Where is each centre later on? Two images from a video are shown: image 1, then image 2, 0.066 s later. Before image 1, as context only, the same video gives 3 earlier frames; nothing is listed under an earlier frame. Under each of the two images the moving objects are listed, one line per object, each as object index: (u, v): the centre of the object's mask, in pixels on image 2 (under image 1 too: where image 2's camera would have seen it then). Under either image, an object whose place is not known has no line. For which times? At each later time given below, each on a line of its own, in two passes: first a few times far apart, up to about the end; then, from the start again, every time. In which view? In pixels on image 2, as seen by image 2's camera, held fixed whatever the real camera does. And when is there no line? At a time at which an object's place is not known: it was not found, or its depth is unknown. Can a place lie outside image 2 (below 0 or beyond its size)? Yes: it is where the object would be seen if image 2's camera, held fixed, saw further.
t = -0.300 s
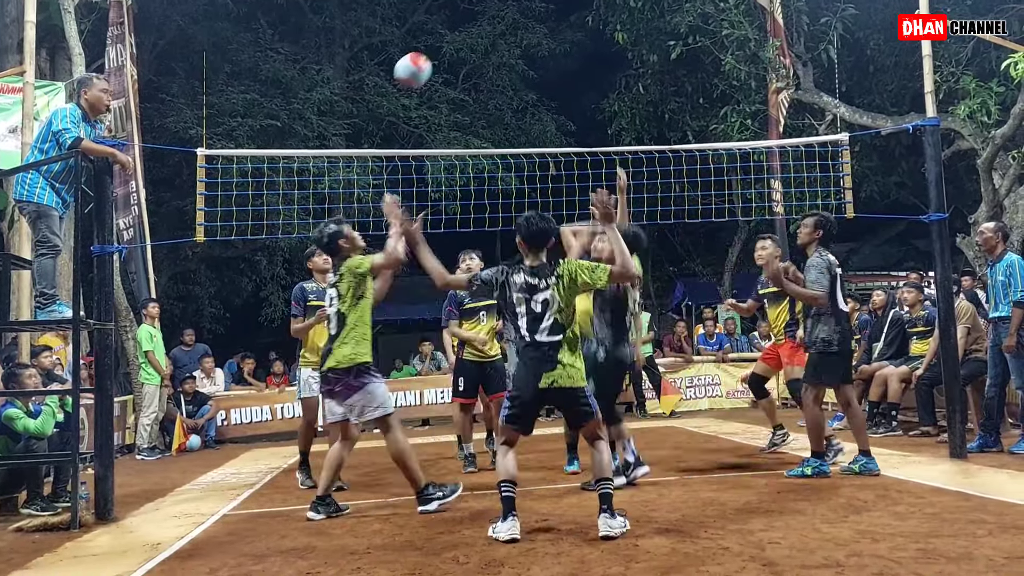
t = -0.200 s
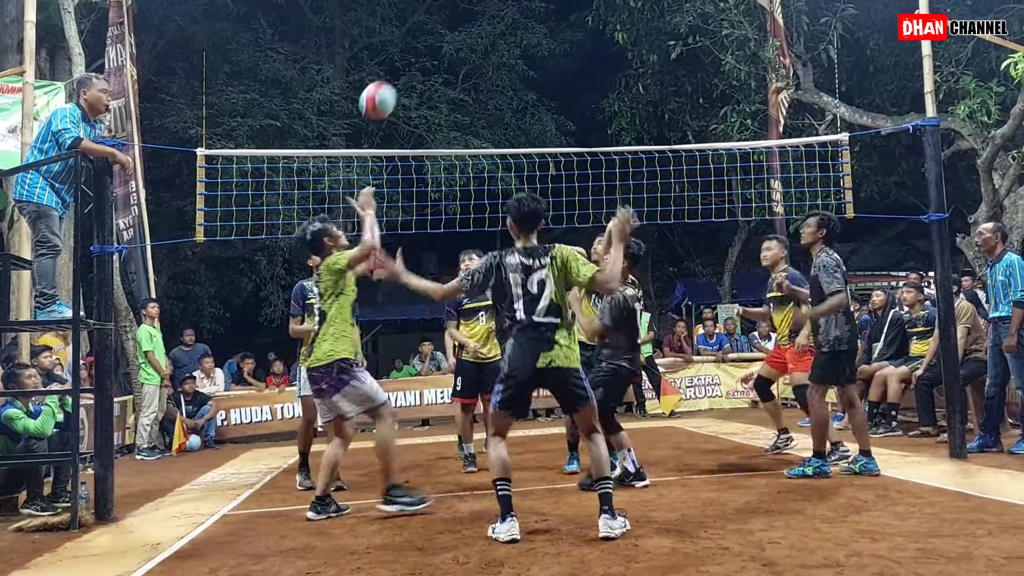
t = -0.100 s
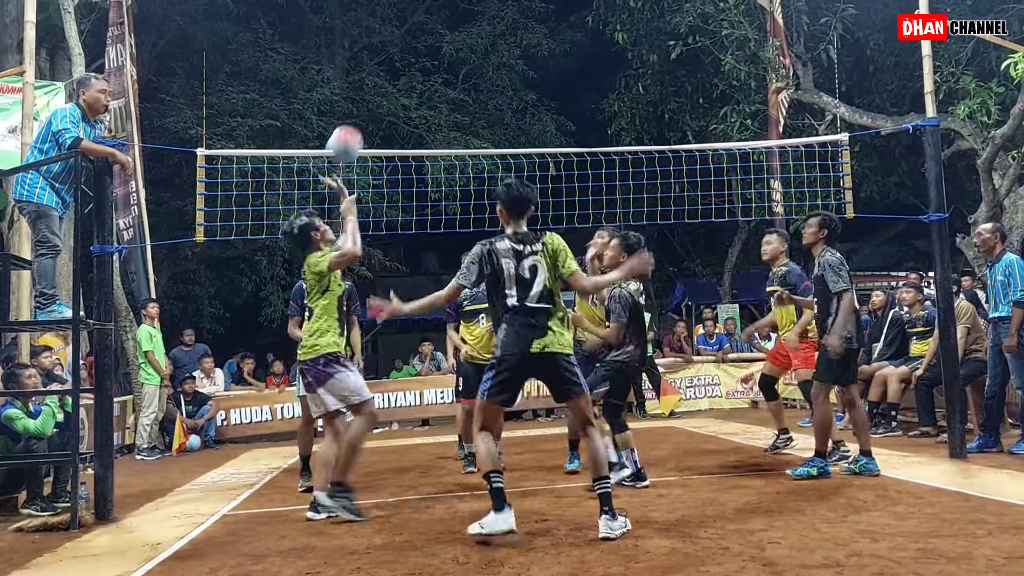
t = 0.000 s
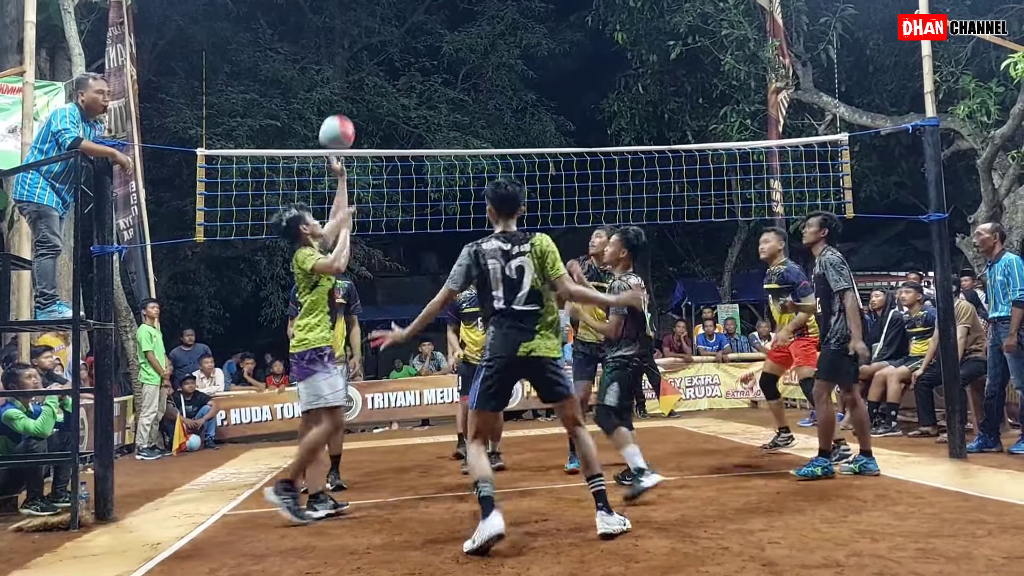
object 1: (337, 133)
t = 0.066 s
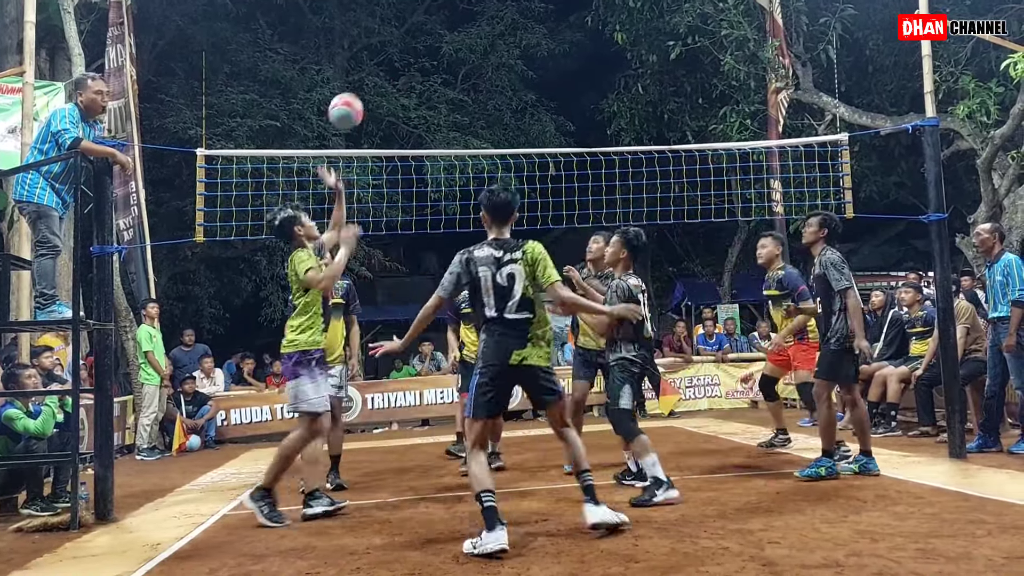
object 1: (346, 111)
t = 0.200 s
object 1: (365, 85)
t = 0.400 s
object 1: (396, 95)
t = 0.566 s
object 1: (425, 152)
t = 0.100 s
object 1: (350, 102)
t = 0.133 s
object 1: (355, 96)
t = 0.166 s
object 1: (360, 90)
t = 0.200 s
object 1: (365, 85)
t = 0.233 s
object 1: (370, 83)
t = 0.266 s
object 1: (375, 82)
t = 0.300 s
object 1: (380, 83)
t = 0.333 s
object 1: (385, 85)
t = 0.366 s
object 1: (391, 88)
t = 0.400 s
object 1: (396, 95)
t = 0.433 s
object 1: (401, 103)
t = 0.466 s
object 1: (407, 113)
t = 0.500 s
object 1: (413, 125)
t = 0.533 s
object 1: (419, 136)
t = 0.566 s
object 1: (425, 152)
